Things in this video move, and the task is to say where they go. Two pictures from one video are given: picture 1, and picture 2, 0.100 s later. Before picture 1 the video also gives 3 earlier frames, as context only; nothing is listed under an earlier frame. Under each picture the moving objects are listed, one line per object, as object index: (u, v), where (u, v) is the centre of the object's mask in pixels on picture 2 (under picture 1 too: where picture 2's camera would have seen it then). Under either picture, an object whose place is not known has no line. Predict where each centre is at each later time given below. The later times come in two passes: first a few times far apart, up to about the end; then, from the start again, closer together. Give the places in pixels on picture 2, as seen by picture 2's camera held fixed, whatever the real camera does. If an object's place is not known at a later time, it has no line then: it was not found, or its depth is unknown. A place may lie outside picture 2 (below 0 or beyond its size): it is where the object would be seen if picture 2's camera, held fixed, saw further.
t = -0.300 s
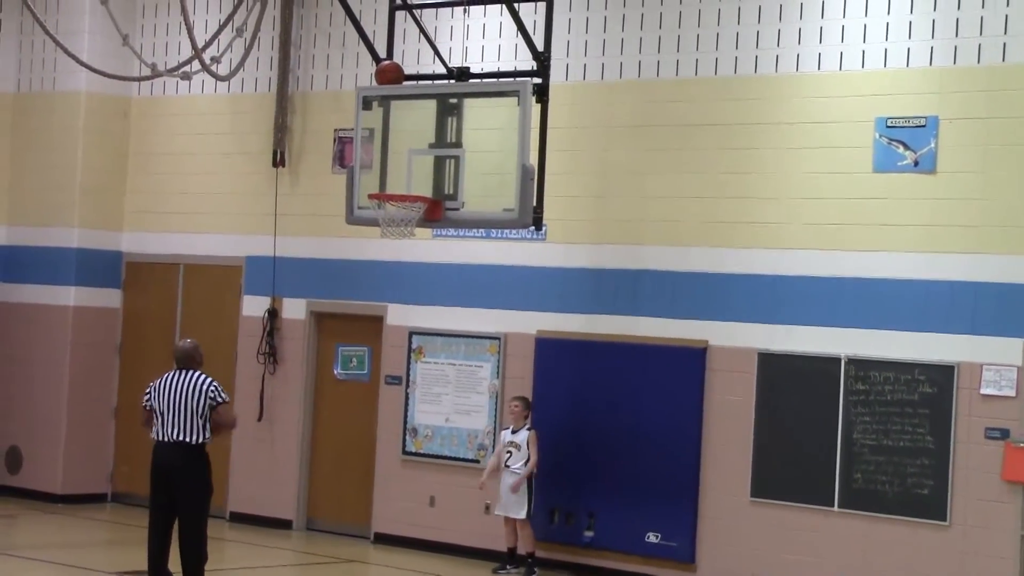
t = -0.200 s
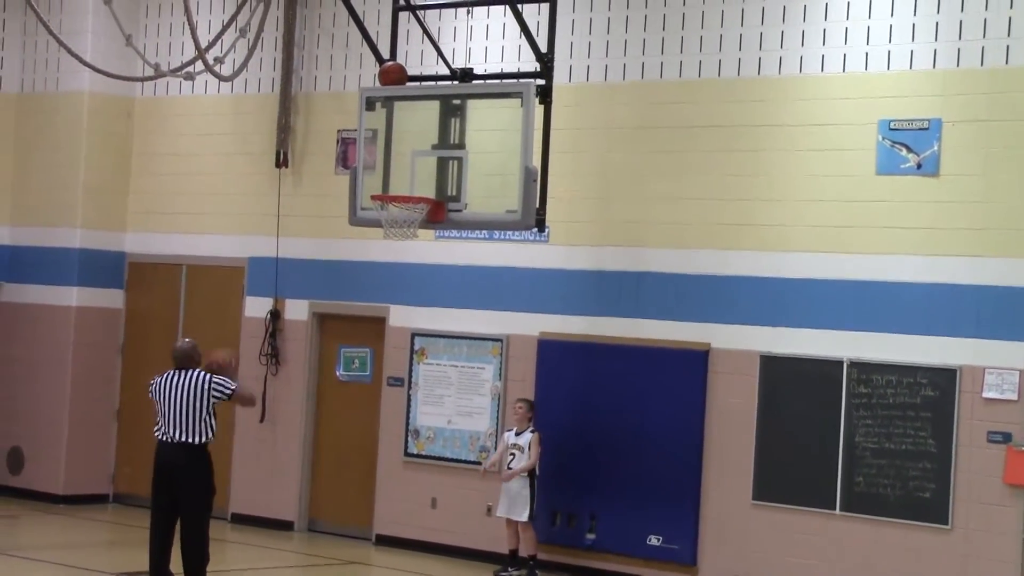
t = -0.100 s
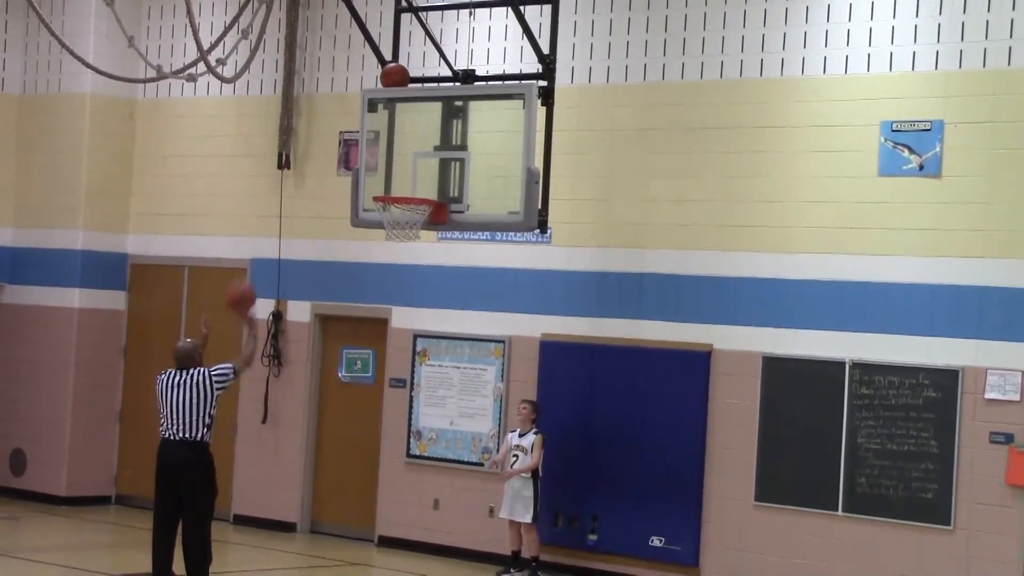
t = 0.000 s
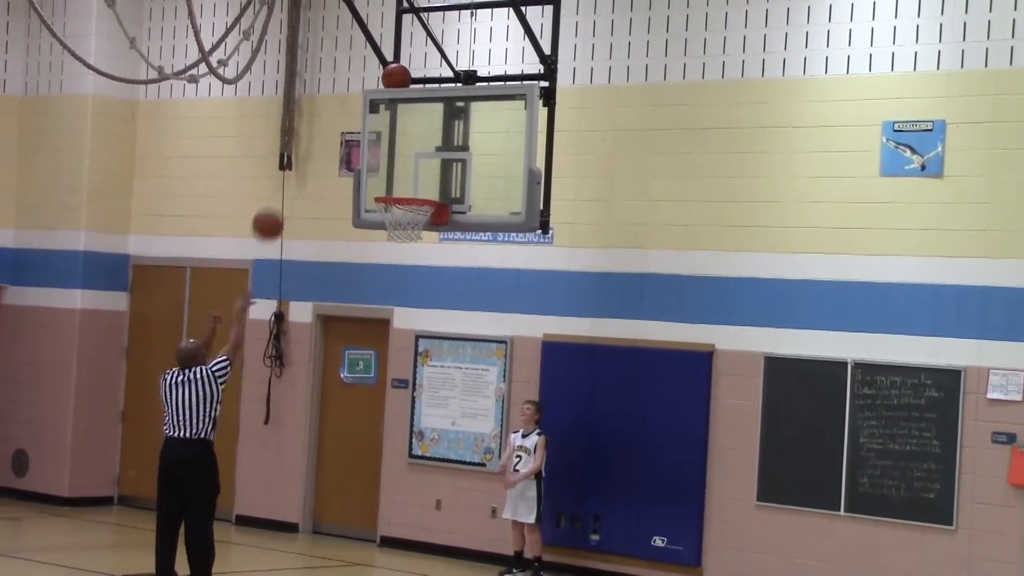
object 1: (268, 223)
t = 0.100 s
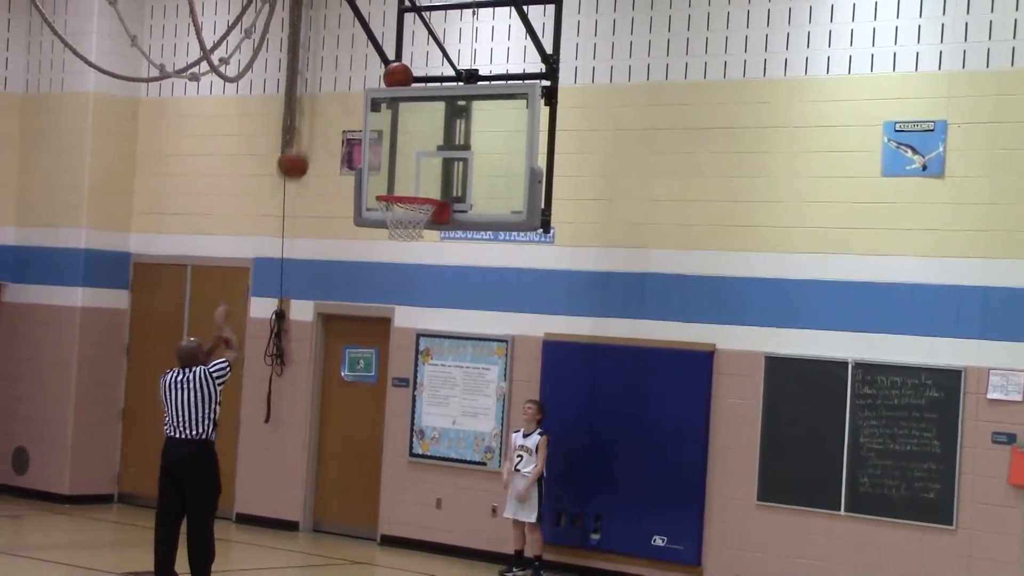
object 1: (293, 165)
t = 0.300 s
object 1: (337, 87)
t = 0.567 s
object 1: (369, 63)
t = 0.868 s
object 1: (337, 146)
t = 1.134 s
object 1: (303, 316)
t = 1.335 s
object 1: (274, 501)
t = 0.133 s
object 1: (302, 149)
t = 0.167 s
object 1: (308, 133)
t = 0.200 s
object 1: (315, 120)
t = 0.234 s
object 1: (323, 107)
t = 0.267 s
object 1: (330, 97)
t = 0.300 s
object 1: (337, 87)
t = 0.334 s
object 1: (344, 79)
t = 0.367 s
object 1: (351, 73)
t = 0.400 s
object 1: (357, 68)
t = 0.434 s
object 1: (363, 64)
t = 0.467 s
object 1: (369, 62)
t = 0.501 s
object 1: (374, 60)
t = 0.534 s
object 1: (372, 61)
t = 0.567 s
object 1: (369, 63)
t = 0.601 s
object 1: (366, 67)
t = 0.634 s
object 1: (363, 72)
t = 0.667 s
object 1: (360, 78)
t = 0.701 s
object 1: (356, 86)
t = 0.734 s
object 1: (352, 96)
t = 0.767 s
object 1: (349, 106)
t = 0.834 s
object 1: (342, 132)
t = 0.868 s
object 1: (337, 146)
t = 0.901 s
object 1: (333, 163)
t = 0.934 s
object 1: (329, 181)
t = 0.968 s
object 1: (326, 199)
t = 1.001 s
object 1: (322, 219)
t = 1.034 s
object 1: (318, 241)
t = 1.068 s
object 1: (313, 265)
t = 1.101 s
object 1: (308, 289)
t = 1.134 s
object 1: (303, 316)
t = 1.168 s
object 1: (299, 345)
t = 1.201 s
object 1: (294, 372)
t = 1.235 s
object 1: (289, 403)
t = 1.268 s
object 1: (285, 434)
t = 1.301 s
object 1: (279, 467)
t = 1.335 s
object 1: (274, 501)
